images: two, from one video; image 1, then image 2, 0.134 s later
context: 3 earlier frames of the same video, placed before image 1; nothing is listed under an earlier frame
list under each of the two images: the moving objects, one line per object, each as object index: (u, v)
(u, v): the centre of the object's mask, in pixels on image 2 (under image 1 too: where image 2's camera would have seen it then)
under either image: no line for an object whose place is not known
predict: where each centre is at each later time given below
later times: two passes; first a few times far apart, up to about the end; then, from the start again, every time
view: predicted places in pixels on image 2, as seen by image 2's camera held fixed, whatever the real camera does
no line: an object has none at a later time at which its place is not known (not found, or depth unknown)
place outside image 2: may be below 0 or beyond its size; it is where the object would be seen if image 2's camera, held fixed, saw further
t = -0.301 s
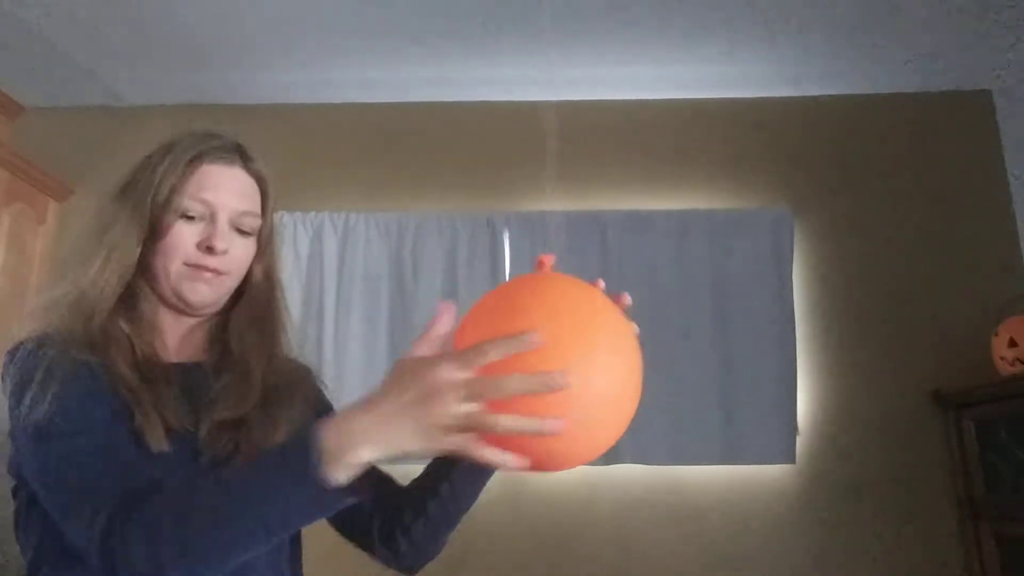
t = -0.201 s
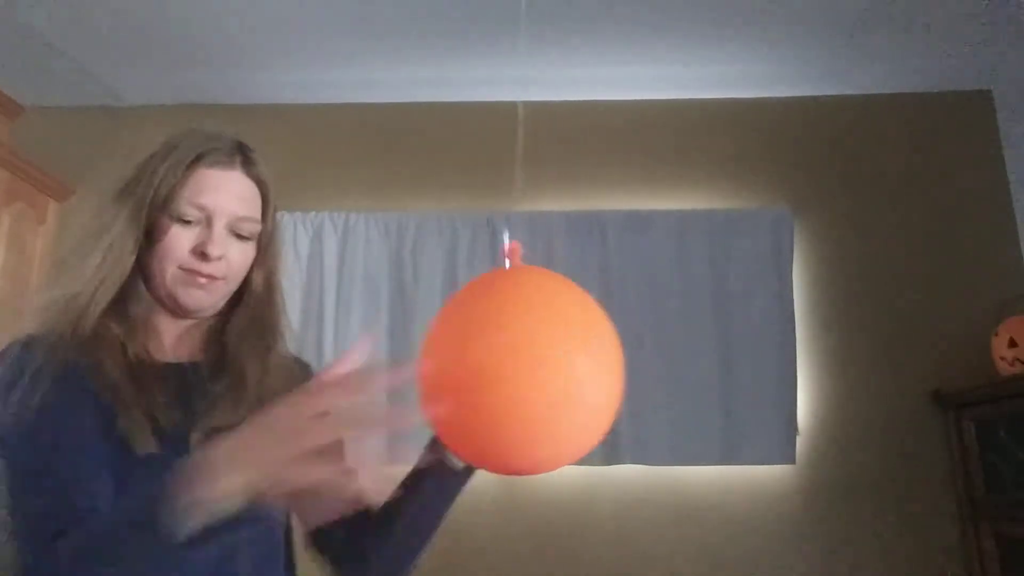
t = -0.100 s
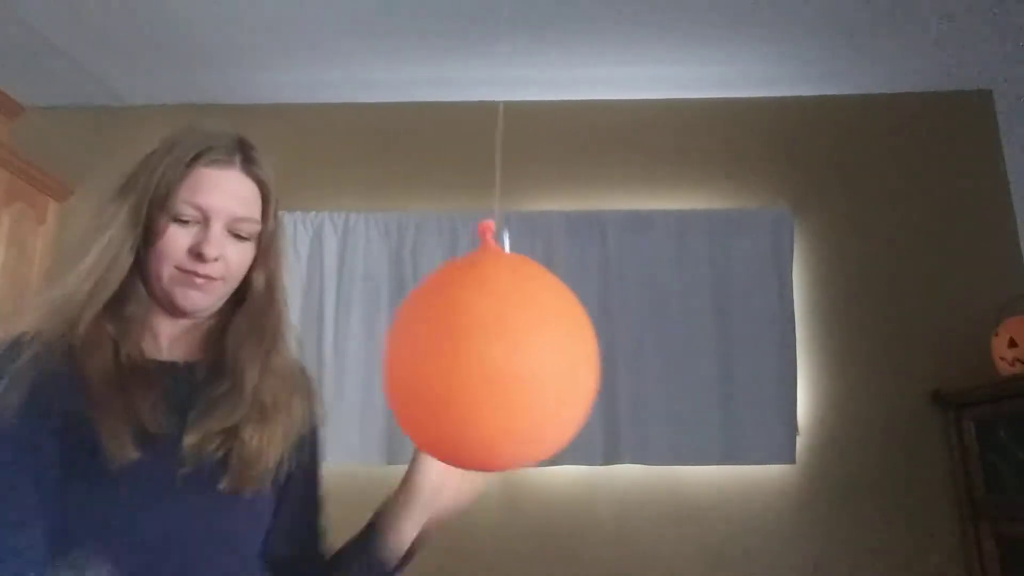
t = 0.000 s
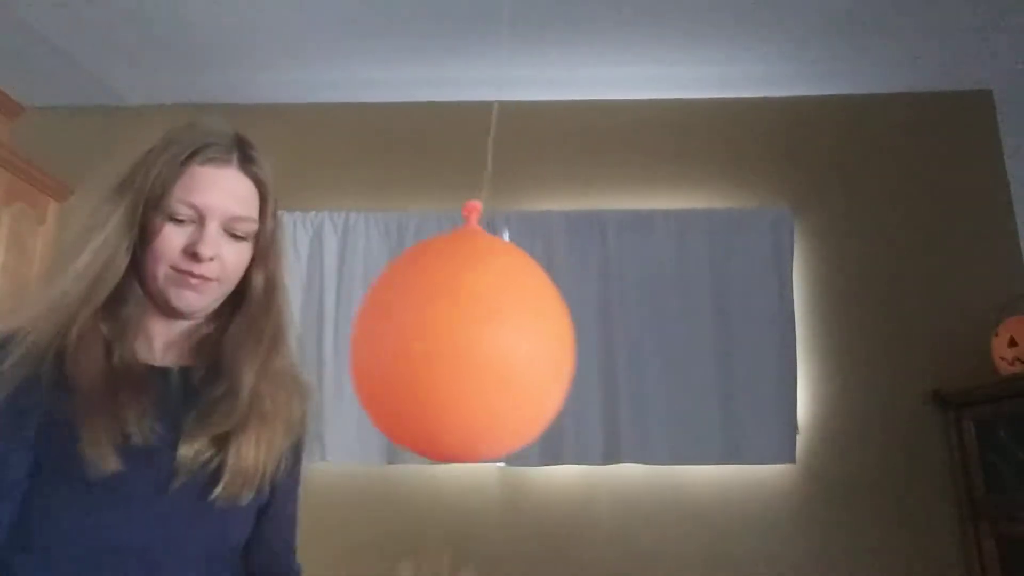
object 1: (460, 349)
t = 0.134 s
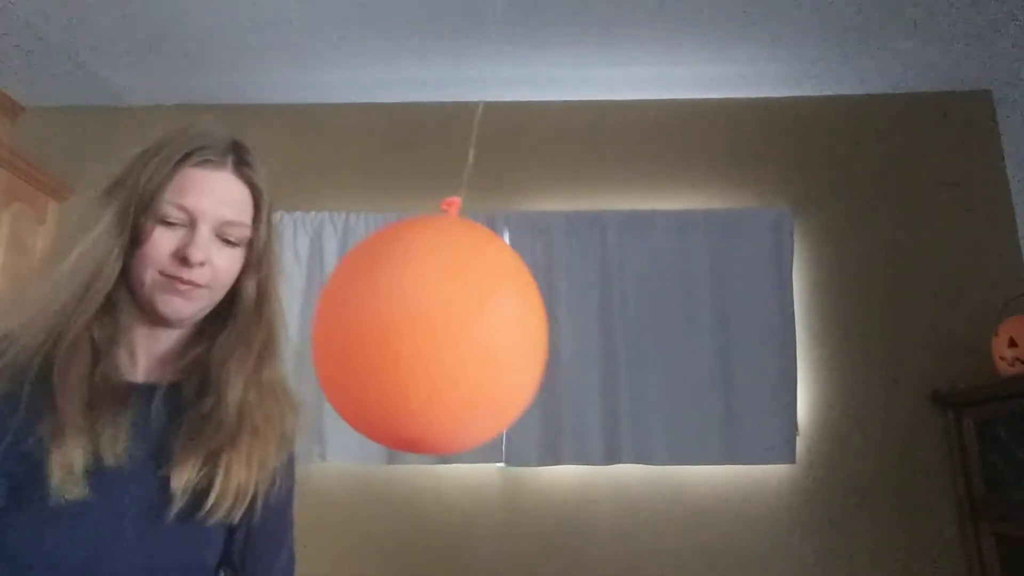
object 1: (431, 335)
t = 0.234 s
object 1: (418, 320)
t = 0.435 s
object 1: (409, 312)
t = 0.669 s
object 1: (419, 331)
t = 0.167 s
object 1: (427, 328)
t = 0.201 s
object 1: (422, 324)
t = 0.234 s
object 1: (418, 320)
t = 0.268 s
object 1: (414, 317)
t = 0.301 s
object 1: (412, 316)
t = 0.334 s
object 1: (411, 315)
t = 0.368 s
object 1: (409, 314)
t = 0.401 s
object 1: (409, 313)
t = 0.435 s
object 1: (409, 312)
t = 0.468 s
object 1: (409, 313)
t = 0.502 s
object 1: (410, 314)
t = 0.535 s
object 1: (412, 315)
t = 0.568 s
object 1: (414, 316)
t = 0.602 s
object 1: (415, 320)
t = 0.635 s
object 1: (417, 326)
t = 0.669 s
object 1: (419, 331)
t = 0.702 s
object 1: (421, 335)
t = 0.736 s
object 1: (425, 338)
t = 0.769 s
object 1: (429, 343)
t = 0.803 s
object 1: (435, 347)
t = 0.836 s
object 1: (439, 352)
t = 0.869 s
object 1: (445, 355)
